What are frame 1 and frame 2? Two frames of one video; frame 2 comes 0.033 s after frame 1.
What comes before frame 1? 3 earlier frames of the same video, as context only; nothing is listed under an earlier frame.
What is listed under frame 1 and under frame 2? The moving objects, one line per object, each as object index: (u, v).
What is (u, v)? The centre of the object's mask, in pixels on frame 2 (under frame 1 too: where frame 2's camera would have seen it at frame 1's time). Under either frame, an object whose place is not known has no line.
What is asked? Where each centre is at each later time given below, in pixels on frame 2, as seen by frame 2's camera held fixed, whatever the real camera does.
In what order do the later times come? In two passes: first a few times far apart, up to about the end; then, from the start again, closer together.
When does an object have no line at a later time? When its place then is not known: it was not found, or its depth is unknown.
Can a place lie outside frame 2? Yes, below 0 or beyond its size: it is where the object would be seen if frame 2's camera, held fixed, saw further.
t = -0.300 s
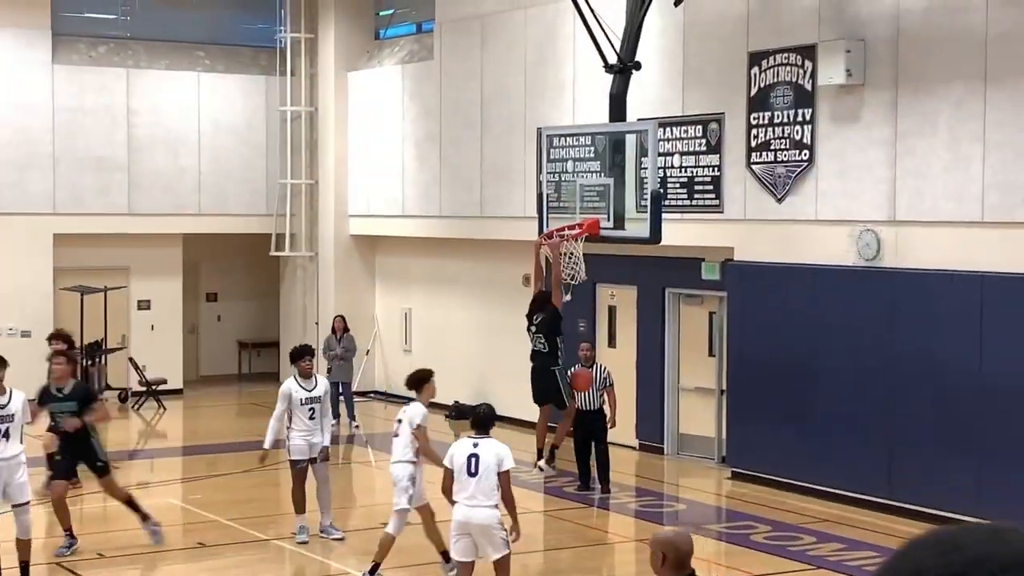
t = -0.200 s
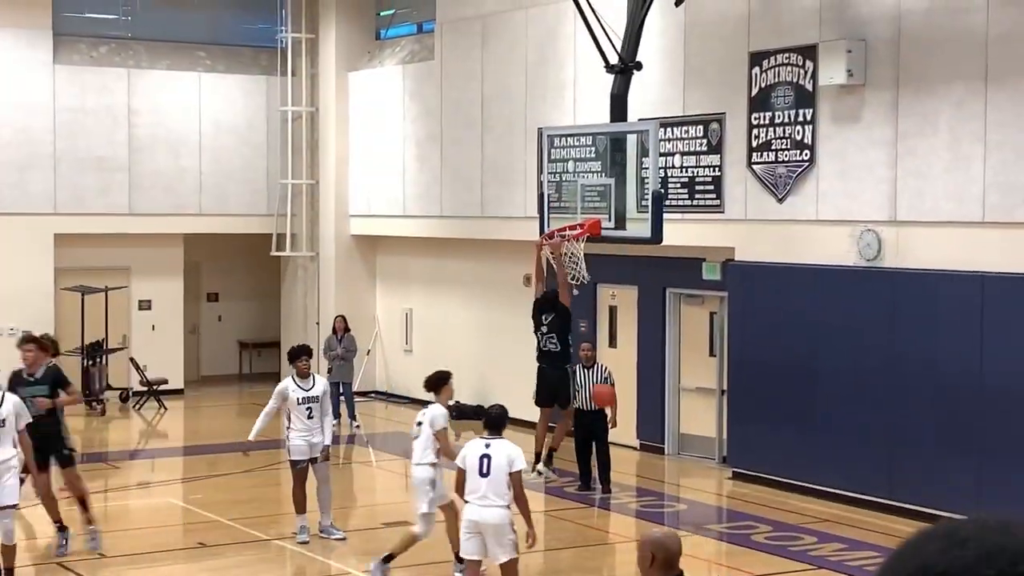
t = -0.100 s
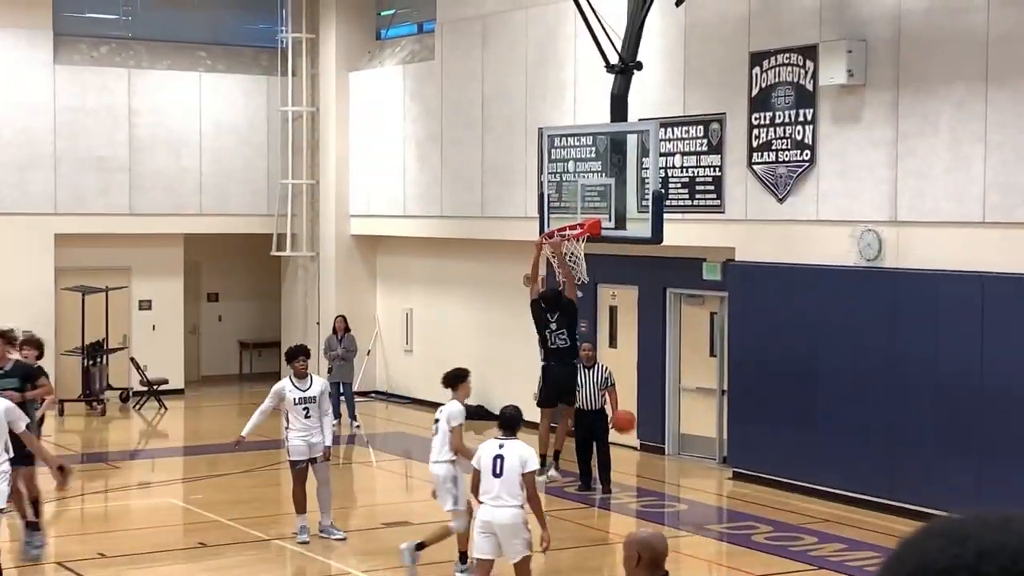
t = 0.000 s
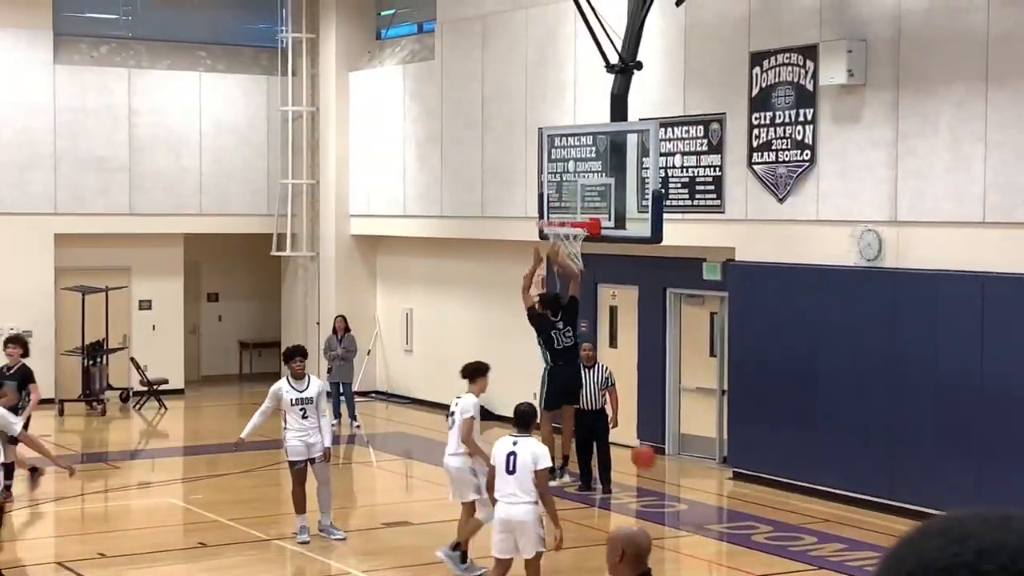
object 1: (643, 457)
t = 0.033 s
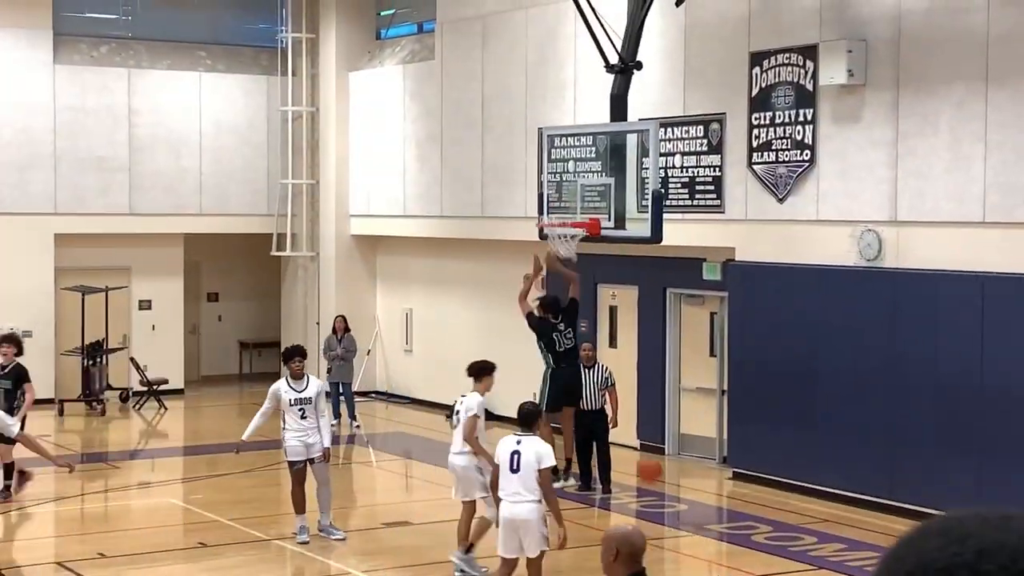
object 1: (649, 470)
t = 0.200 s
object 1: (682, 502)
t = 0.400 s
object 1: (721, 442)
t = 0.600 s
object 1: (761, 420)
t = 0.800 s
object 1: (799, 439)
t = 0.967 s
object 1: (829, 482)
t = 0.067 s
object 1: (655, 486)
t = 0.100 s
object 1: (662, 500)
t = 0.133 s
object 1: (669, 517)
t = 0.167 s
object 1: (675, 516)
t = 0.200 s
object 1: (682, 502)
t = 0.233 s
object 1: (688, 489)
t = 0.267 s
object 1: (695, 477)
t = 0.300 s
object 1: (702, 467)
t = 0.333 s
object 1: (708, 457)
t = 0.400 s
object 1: (721, 442)
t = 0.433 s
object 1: (728, 435)
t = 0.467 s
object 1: (735, 429)
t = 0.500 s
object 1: (741, 426)
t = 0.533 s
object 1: (747, 423)
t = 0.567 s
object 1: (754, 422)
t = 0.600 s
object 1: (761, 420)
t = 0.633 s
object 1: (767, 421)
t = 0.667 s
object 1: (774, 422)
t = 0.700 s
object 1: (780, 425)
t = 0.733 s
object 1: (786, 428)
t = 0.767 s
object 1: (793, 433)
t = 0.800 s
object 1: (799, 439)
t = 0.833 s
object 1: (804, 446)
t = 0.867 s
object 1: (811, 454)
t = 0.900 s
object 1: (817, 462)
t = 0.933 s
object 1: (823, 472)
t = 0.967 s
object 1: (829, 482)
